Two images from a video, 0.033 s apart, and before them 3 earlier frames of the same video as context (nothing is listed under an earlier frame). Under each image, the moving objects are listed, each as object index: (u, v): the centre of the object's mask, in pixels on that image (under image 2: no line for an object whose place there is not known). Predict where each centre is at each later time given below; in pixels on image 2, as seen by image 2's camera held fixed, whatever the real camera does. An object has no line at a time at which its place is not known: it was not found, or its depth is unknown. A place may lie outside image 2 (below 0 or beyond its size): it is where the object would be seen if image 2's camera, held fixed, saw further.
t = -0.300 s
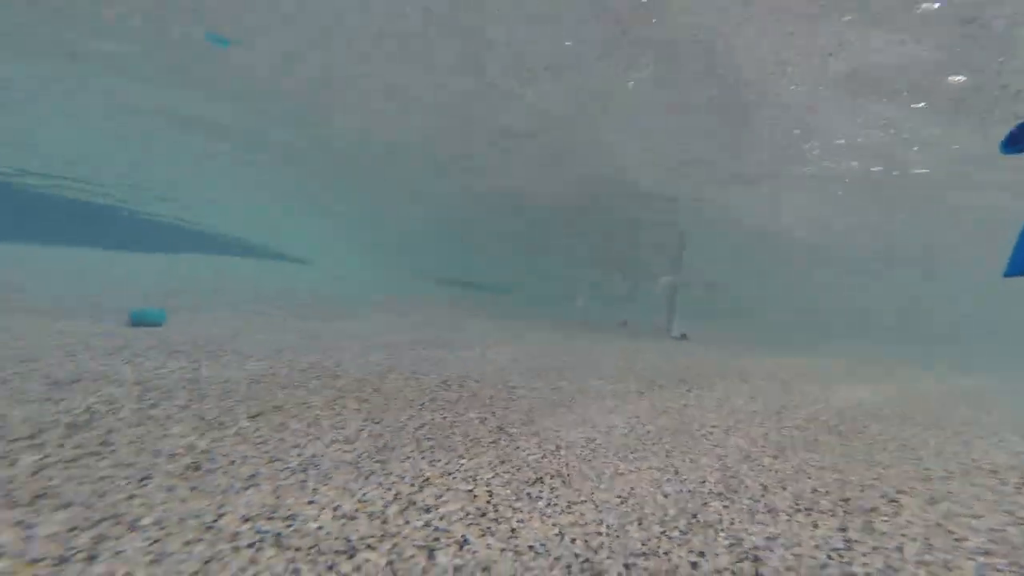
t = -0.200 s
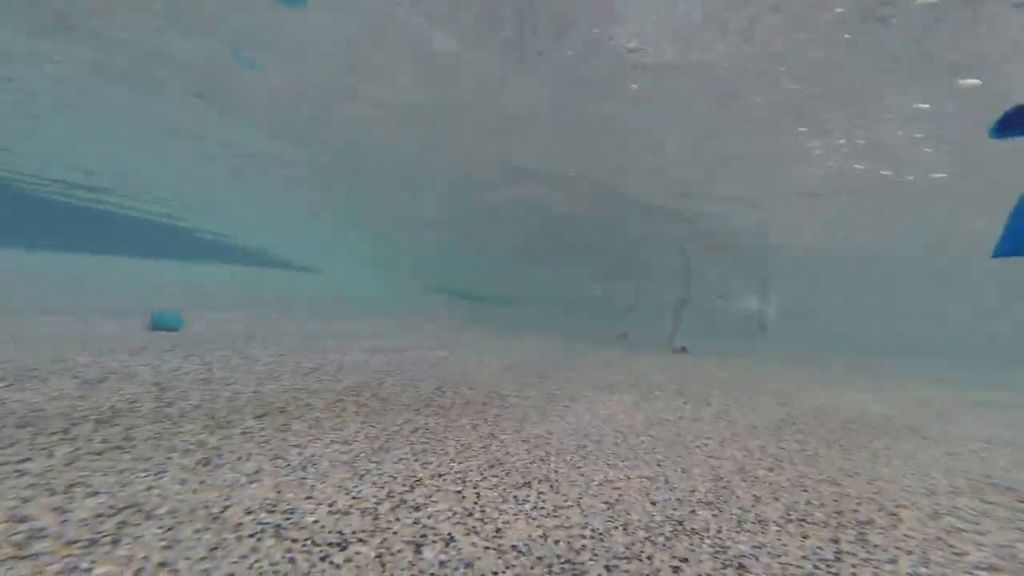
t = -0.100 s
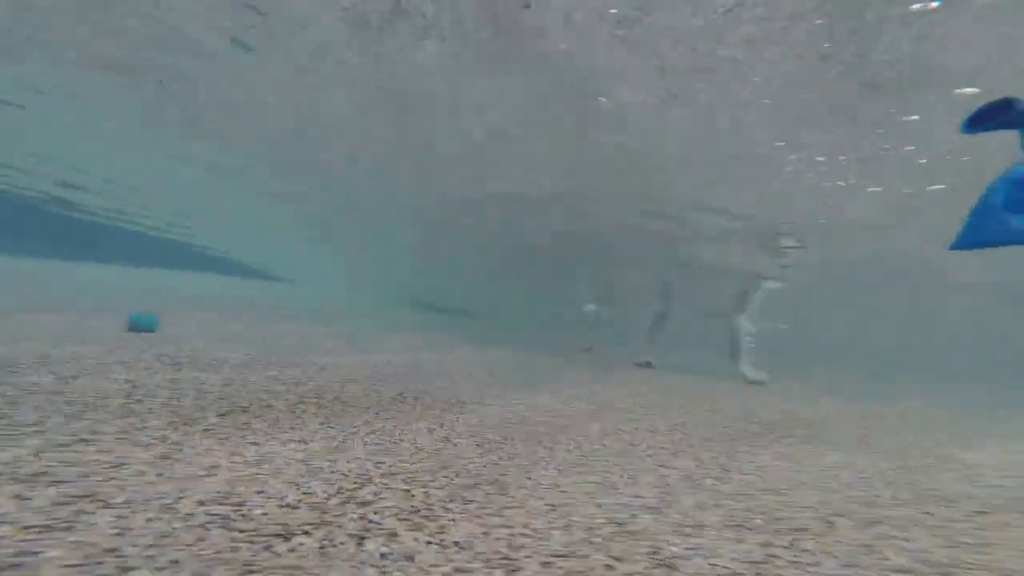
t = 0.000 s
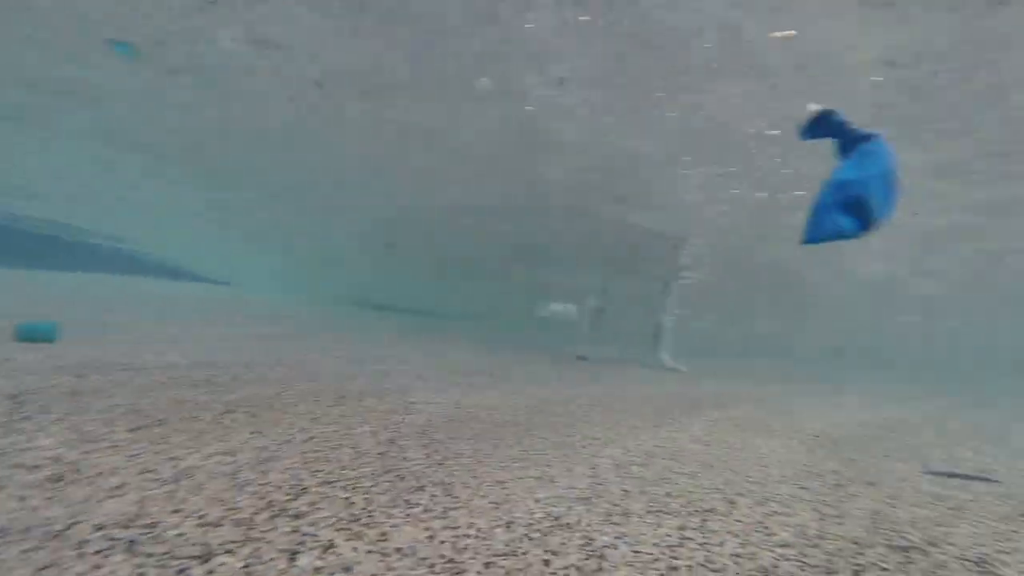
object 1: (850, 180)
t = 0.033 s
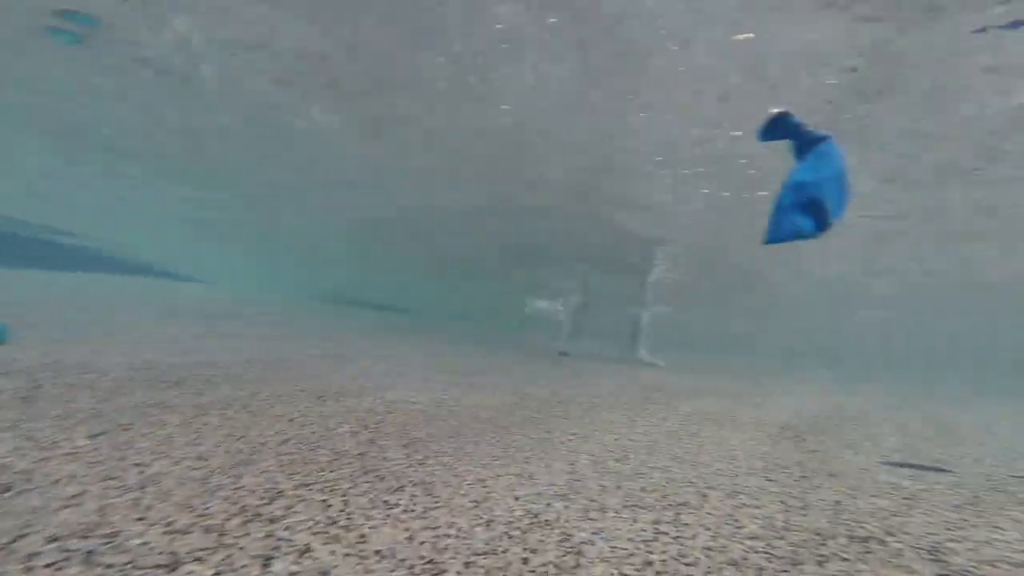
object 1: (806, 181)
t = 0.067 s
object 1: (800, 179)
